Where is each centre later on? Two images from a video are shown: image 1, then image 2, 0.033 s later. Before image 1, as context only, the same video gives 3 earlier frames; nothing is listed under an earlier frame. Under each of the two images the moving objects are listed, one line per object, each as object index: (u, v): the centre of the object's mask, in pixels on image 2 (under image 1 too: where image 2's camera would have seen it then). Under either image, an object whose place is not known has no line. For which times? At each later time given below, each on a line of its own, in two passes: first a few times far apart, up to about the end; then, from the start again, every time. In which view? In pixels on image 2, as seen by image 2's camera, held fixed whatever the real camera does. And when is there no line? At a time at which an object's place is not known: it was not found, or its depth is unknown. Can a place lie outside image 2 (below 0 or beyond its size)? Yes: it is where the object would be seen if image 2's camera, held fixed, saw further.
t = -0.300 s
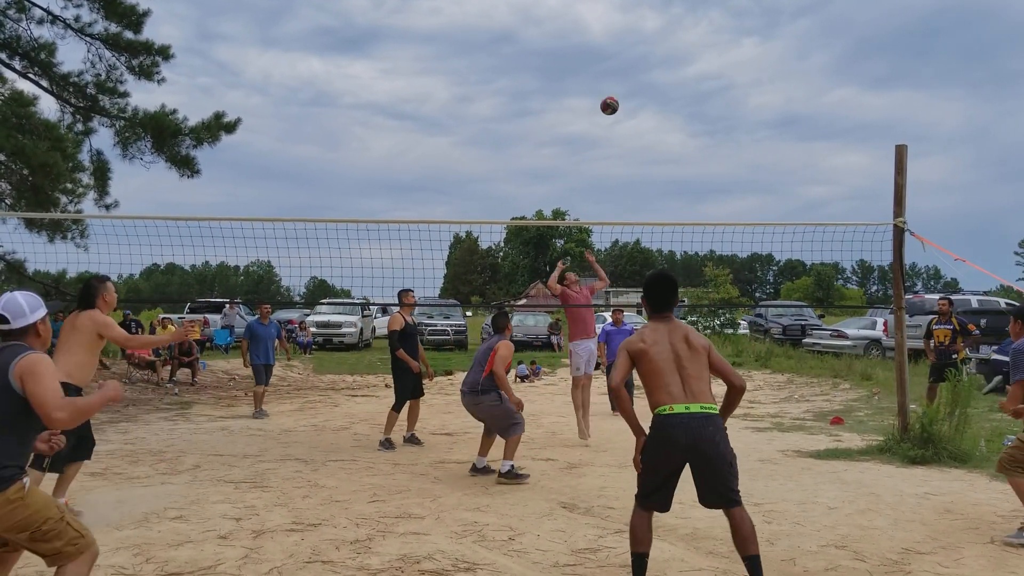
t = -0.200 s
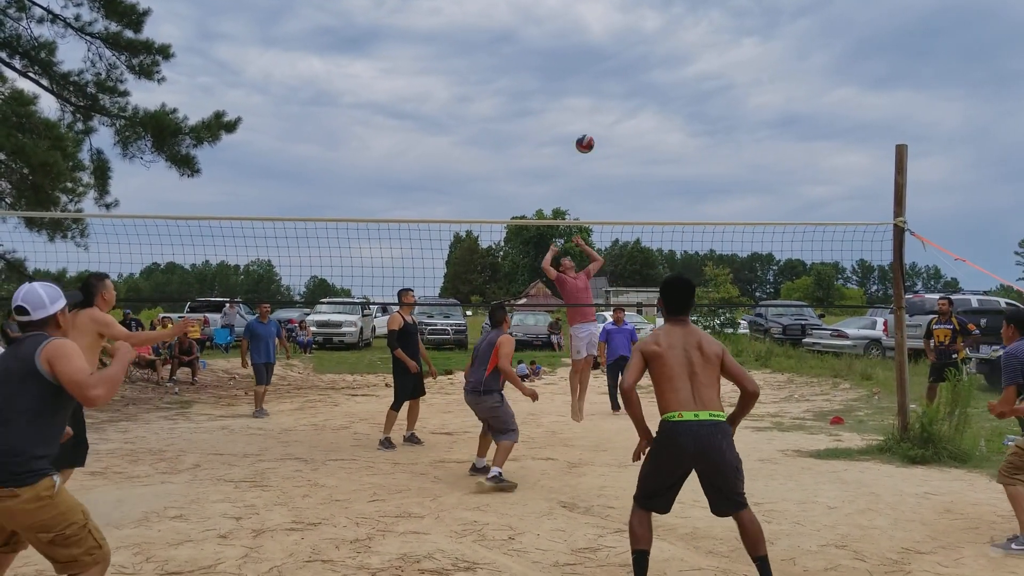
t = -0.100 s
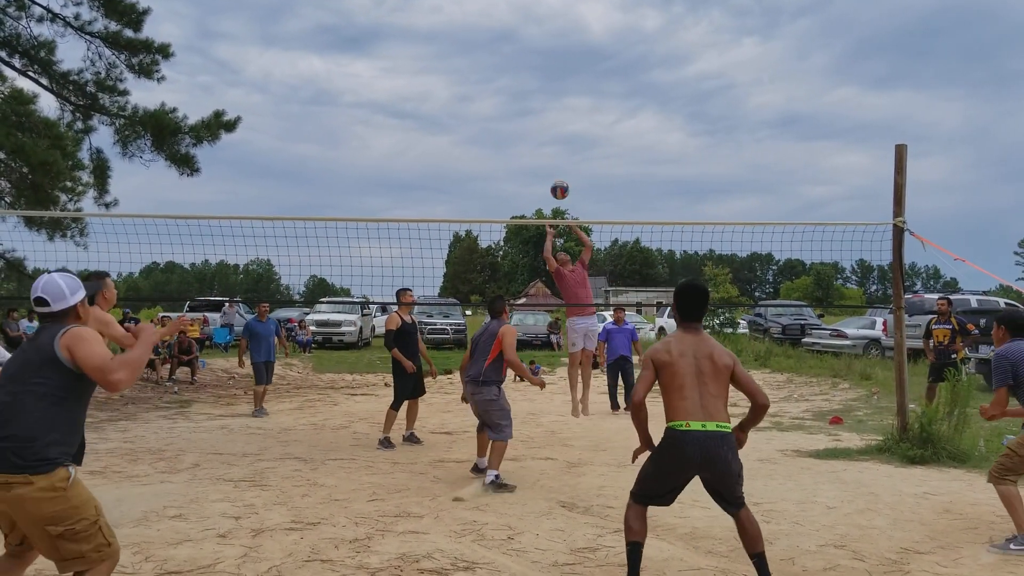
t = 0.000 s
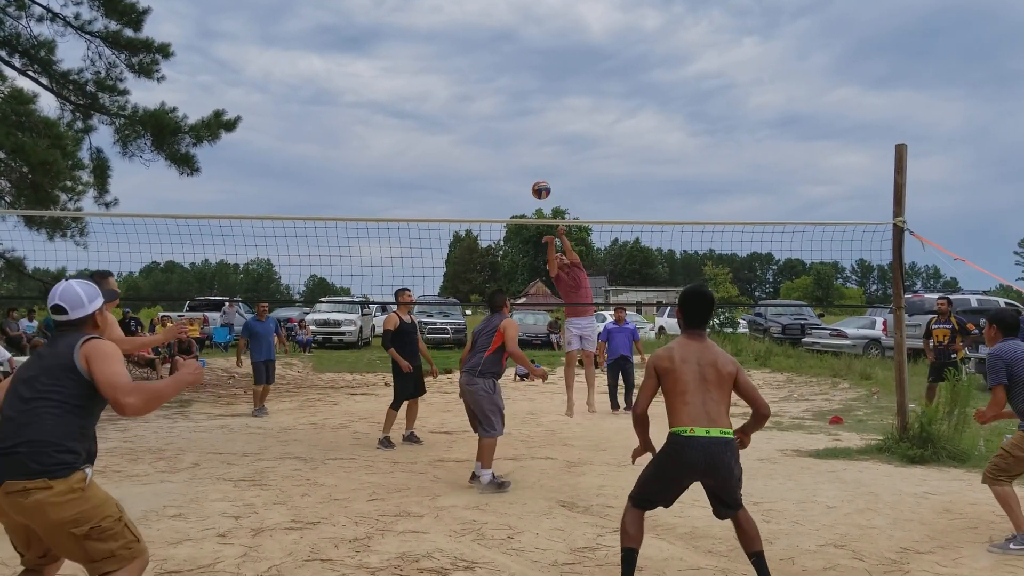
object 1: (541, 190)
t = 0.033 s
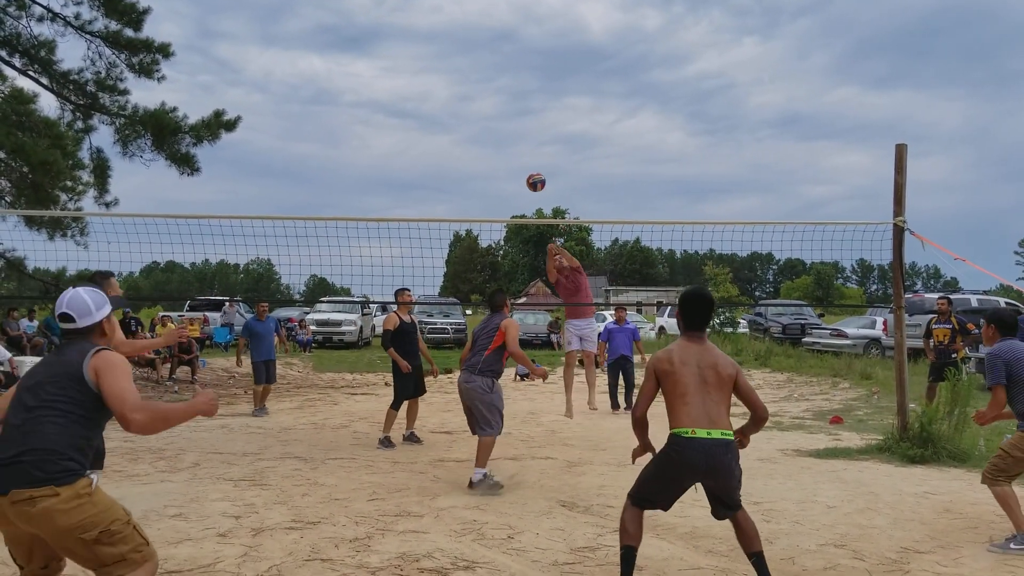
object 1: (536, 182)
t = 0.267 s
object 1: (495, 153)
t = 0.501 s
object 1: (448, 177)
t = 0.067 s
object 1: (530, 175)
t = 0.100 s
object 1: (525, 169)
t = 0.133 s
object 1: (519, 164)
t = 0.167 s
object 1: (513, 159)
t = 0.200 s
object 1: (507, 156)
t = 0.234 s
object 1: (501, 154)
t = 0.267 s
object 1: (495, 153)
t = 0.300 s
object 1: (489, 153)
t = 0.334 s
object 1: (482, 154)
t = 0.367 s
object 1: (476, 156)
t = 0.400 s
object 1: (469, 159)
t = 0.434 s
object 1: (462, 164)
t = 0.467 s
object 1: (455, 170)
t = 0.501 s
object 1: (448, 177)
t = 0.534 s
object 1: (440, 185)
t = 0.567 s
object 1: (432, 195)
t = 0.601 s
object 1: (425, 207)
